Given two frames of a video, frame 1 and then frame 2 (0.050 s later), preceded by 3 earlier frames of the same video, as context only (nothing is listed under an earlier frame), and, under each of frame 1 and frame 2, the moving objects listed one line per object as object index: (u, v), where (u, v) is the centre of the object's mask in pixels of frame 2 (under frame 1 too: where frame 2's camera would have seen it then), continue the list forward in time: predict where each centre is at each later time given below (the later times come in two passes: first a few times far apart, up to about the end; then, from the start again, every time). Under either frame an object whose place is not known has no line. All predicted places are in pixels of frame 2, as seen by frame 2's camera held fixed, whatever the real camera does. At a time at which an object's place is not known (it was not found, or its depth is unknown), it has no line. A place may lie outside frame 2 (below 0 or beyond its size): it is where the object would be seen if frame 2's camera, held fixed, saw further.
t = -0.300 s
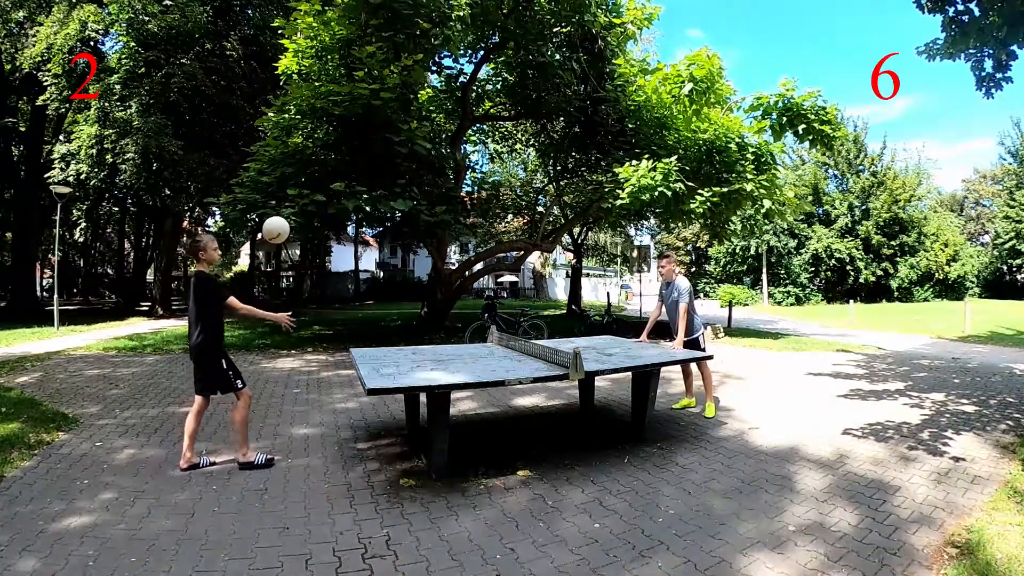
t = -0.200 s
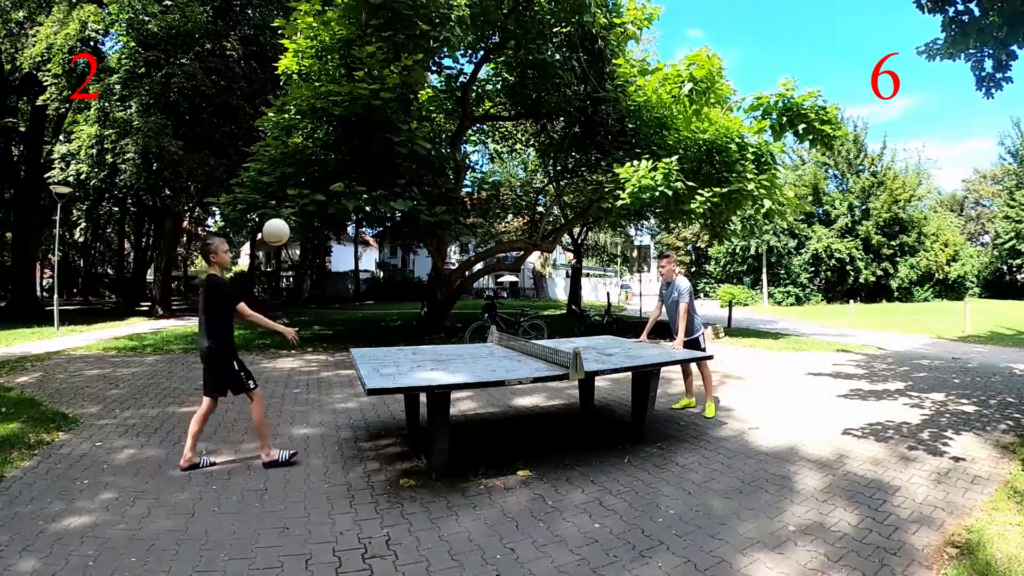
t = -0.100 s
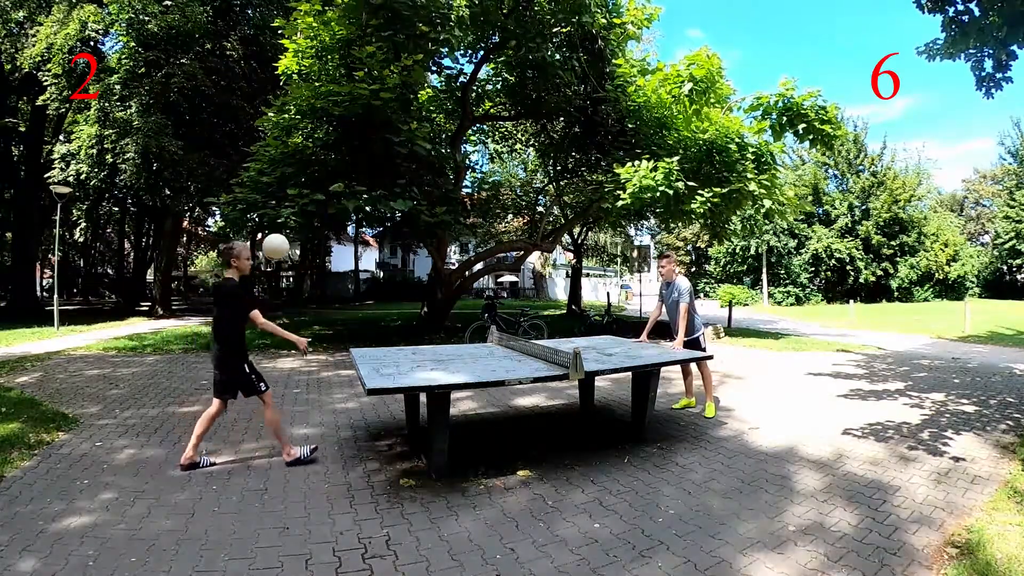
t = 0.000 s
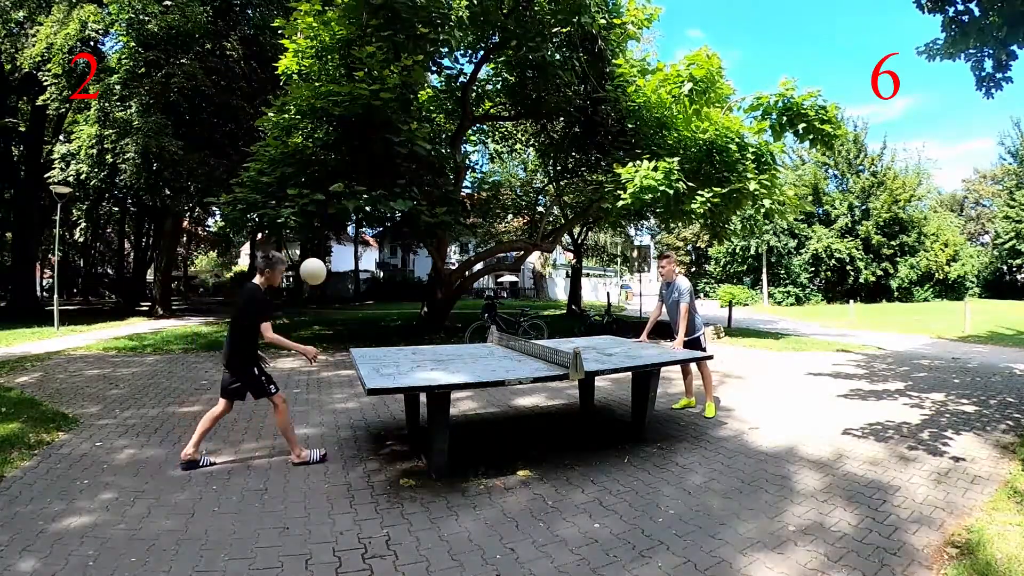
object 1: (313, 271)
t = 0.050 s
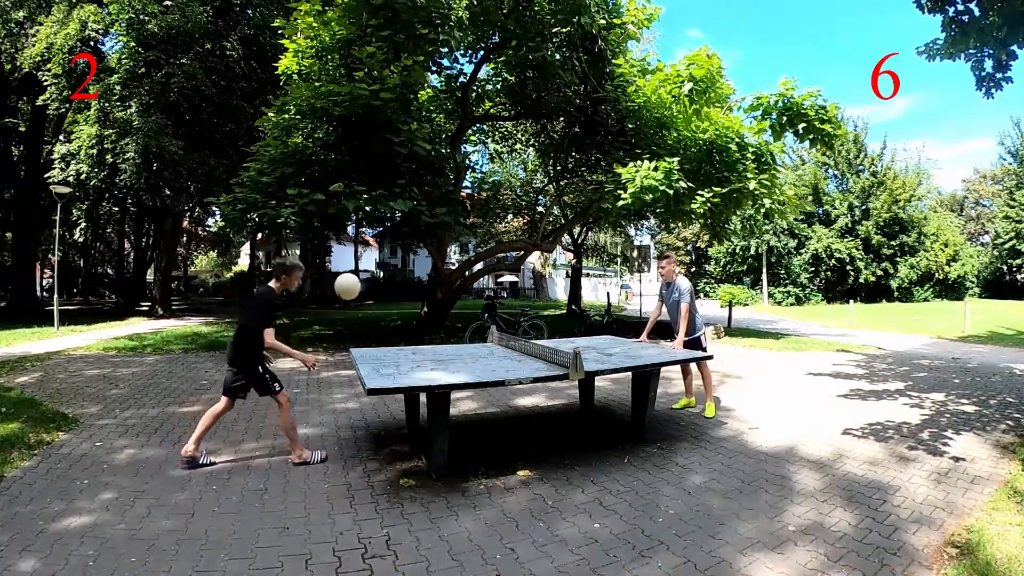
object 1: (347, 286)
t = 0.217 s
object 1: (445, 346)
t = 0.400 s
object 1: (511, 287)
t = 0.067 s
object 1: (359, 292)
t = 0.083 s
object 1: (370, 297)
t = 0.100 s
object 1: (381, 303)
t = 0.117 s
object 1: (391, 310)
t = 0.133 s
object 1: (401, 317)
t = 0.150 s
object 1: (411, 324)
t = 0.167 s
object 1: (420, 331)
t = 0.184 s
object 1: (430, 338)
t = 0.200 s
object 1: (439, 346)
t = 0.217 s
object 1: (445, 346)
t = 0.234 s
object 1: (452, 338)
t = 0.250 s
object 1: (458, 332)
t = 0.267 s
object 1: (464, 325)
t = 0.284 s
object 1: (470, 319)
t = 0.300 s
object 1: (476, 313)
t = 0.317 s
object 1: (482, 308)
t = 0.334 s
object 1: (488, 303)
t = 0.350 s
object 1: (494, 298)
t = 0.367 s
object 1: (500, 294)
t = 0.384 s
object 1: (506, 291)
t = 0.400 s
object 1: (511, 287)
